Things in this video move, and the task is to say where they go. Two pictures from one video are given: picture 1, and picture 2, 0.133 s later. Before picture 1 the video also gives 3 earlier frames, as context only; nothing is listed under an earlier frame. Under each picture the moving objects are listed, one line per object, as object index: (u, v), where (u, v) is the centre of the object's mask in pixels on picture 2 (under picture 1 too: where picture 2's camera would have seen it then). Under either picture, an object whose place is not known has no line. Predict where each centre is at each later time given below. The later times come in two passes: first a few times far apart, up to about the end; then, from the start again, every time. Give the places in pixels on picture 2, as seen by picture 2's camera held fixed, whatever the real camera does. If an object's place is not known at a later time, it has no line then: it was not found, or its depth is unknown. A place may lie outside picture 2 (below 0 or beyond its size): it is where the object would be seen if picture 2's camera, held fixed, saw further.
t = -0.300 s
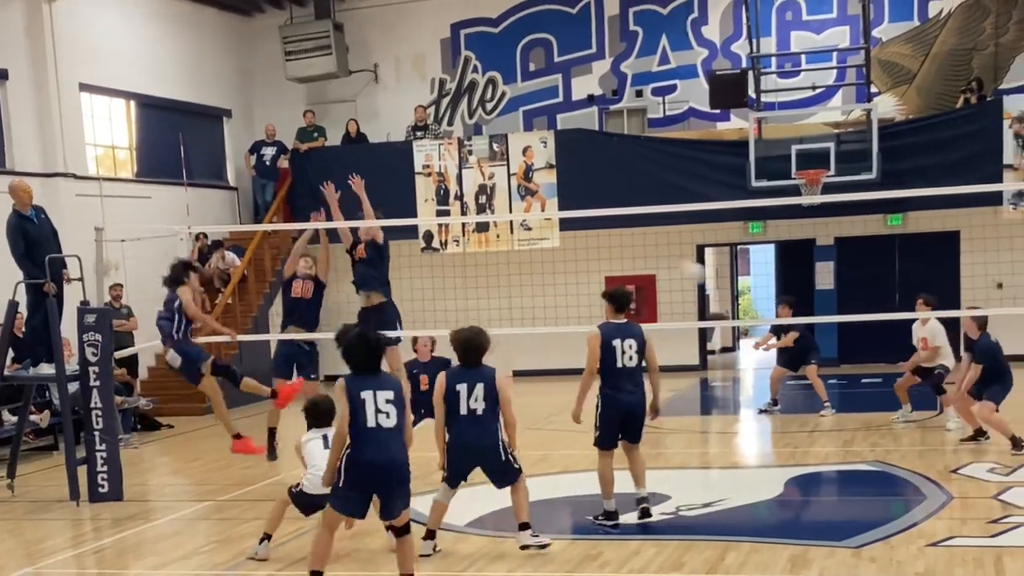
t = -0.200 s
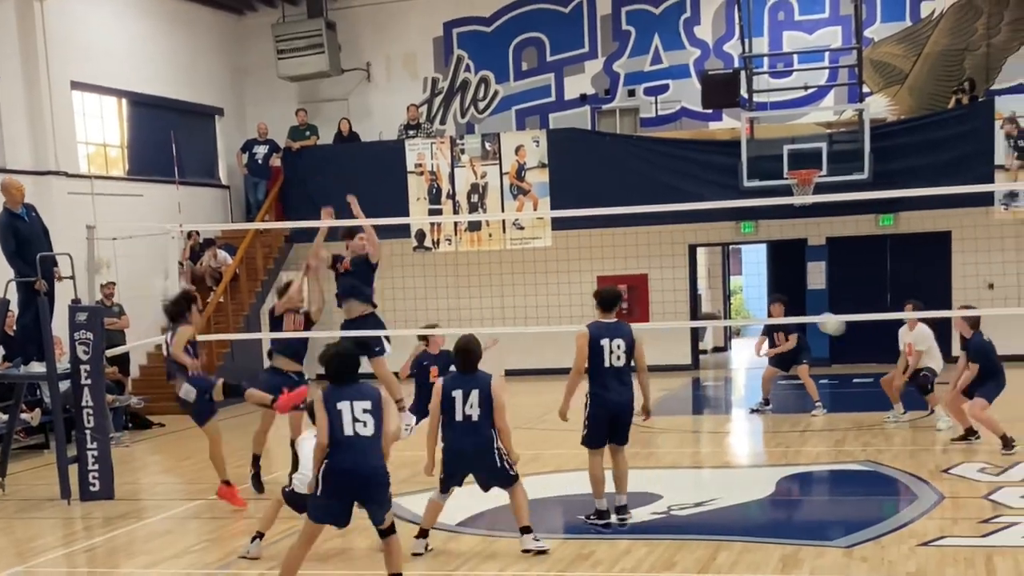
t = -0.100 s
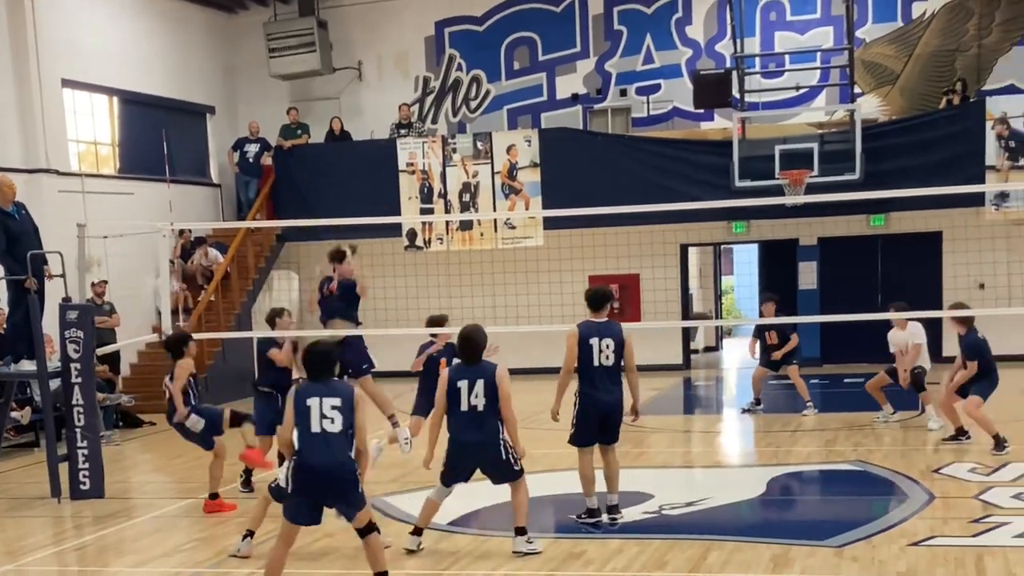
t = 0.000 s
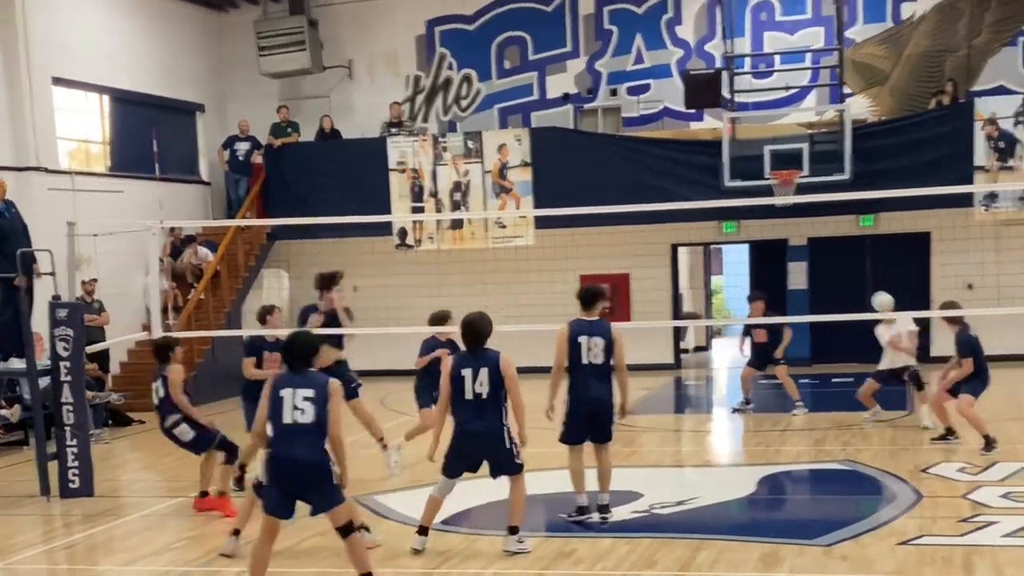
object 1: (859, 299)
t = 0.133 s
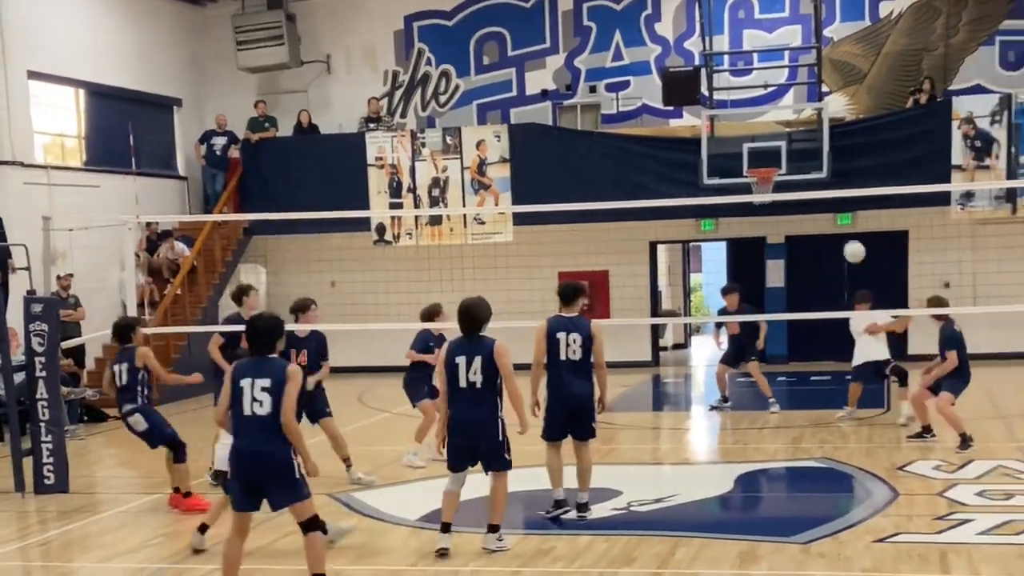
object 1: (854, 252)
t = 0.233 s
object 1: (850, 225)
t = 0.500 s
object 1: (840, 196)
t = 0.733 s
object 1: (830, 231)
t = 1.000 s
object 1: (818, 350)
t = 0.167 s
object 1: (852, 242)
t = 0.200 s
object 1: (851, 233)
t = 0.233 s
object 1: (850, 225)
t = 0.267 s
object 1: (848, 216)
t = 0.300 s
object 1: (847, 212)
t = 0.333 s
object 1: (846, 206)
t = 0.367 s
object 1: (844, 203)
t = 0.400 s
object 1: (843, 199)
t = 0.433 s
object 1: (842, 197)
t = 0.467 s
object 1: (841, 196)
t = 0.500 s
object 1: (840, 196)
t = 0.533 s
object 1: (838, 198)
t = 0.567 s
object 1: (836, 201)
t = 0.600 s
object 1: (835, 205)
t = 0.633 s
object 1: (834, 208)
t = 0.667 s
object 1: (832, 215)
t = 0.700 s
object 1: (831, 222)
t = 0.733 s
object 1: (830, 231)
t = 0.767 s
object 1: (829, 242)
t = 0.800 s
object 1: (827, 253)
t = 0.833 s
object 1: (826, 266)
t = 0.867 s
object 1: (824, 280)
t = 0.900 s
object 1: (823, 295)
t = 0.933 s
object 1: (821, 312)
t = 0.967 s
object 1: (819, 331)
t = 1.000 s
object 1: (818, 350)
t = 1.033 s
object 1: (815, 372)
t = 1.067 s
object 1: (814, 394)
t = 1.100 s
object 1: (813, 416)
